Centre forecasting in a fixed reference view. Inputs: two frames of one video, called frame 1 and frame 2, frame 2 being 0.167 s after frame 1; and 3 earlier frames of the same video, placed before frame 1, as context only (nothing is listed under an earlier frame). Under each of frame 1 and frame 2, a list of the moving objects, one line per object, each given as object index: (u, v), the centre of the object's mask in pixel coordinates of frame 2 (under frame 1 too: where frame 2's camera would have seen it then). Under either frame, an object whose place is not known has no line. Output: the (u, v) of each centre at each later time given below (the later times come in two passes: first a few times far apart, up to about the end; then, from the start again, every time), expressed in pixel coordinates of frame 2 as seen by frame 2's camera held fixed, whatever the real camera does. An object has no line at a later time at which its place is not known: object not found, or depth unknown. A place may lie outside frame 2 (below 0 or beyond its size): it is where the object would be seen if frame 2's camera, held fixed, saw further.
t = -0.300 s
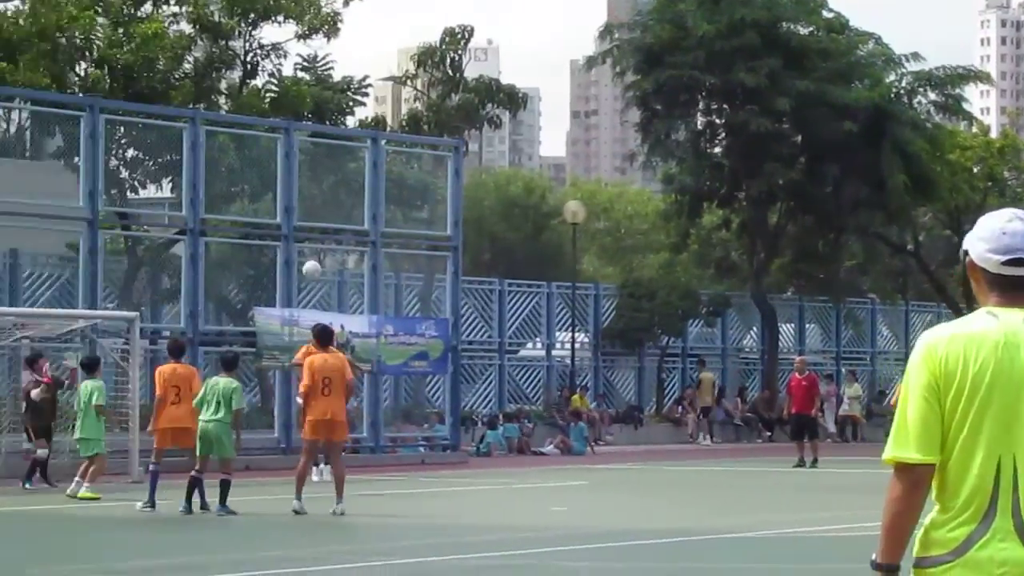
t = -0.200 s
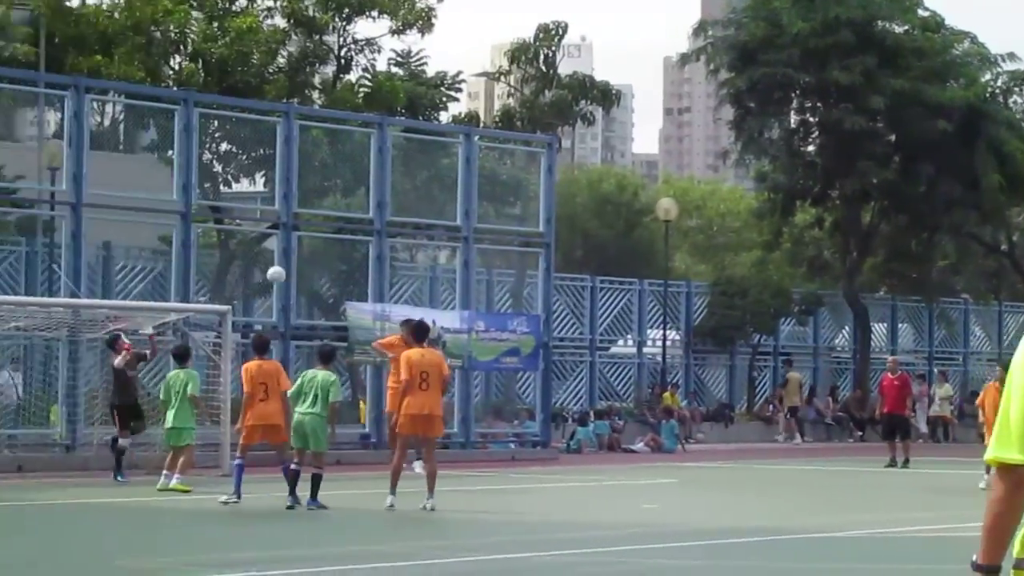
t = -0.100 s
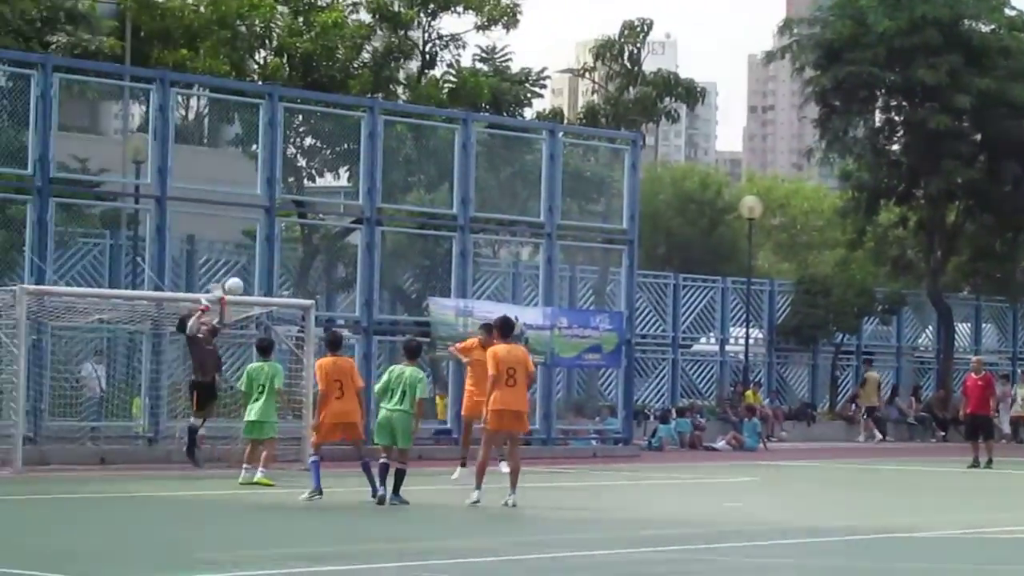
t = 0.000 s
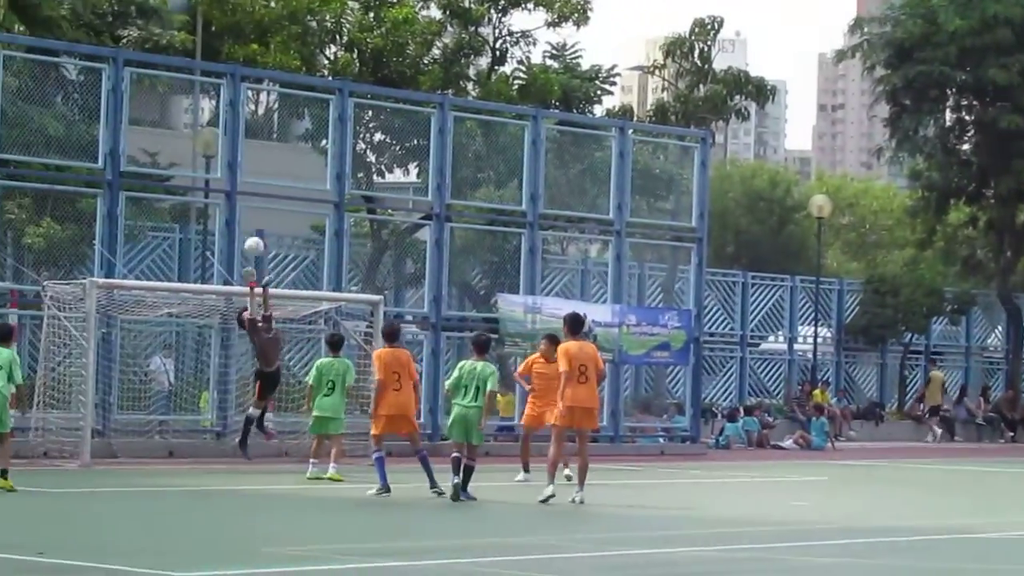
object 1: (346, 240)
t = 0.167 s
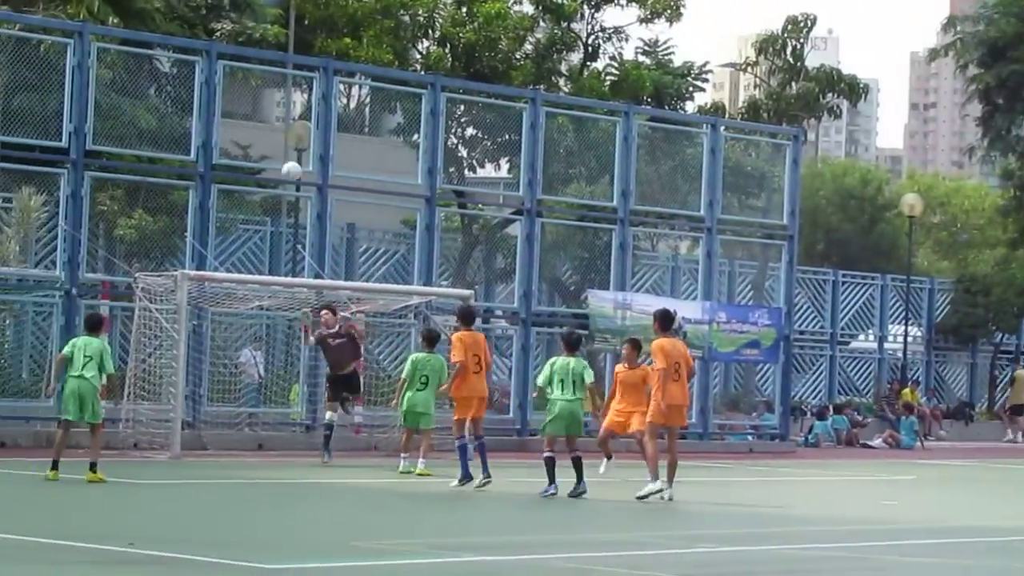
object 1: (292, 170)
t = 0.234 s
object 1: (267, 150)
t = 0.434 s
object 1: (189, 113)
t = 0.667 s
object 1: (87, 126)
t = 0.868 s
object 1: (-14, 190)
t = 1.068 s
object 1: (-120, 308)
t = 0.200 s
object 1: (280, 159)
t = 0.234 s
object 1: (267, 150)
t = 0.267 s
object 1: (255, 141)
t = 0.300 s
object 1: (243, 135)
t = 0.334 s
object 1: (230, 126)
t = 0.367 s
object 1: (216, 122)
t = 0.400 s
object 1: (204, 117)
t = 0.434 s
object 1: (189, 113)
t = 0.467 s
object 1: (176, 111)
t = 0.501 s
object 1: (161, 111)
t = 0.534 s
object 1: (147, 111)
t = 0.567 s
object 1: (132, 113)
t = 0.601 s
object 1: (117, 116)
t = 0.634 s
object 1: (102, 121)
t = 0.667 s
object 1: (87, 126)
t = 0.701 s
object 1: (71, 133)
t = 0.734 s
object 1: (54, 141)
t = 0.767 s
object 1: (38, 152)
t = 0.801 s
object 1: (21, 163)
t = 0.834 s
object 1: (4, 176)
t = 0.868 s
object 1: (-14, 190)
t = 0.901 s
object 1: (-32, 205)
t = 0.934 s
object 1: (-49, 222)
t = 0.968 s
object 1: (-69, 242)
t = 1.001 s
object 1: (-88, 262)
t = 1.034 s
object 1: (-106, 285)
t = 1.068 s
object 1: (-120, 308)
